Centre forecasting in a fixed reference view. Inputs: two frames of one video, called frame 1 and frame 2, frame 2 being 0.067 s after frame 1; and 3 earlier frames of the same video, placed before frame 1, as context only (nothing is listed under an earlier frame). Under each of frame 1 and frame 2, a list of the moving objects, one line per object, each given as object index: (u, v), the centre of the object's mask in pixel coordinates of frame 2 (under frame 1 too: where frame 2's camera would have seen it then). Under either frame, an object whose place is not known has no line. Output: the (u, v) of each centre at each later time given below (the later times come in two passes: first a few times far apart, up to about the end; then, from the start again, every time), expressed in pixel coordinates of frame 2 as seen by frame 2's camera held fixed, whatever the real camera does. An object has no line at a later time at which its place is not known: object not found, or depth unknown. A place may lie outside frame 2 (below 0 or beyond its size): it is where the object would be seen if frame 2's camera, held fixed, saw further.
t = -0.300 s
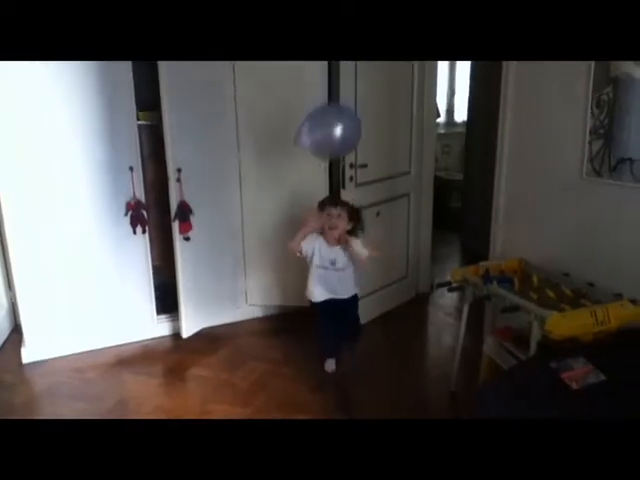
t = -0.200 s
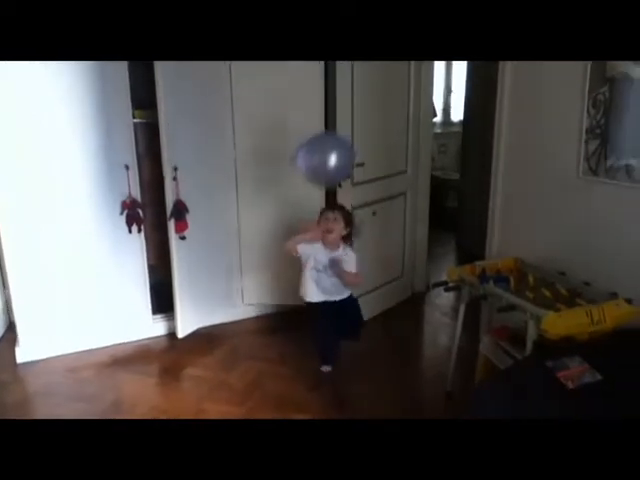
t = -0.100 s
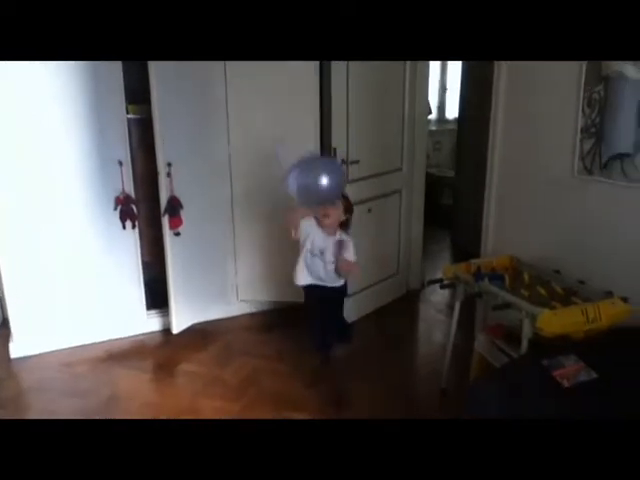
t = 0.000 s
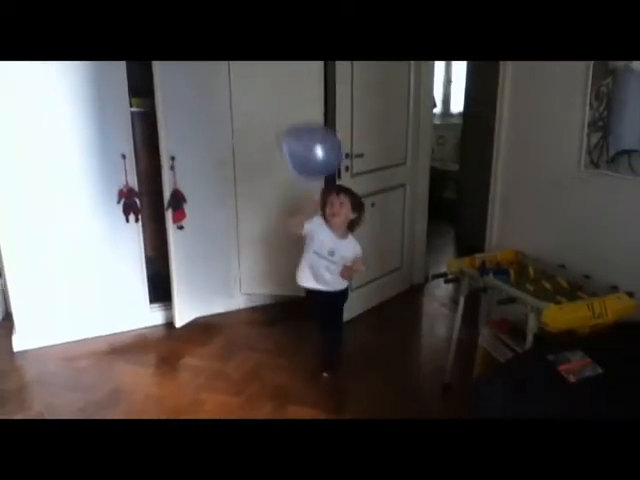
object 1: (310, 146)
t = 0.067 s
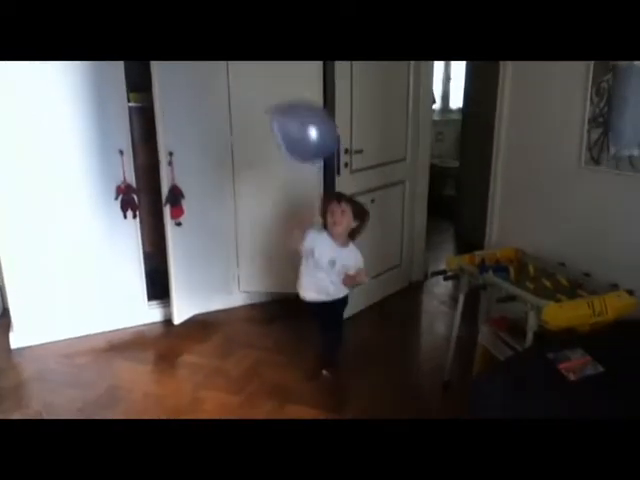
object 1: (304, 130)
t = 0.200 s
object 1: (293, 103)
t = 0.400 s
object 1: (286, 94)
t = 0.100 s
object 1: (302, 123)
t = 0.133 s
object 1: (299, 116)
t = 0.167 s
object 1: (296, 109)
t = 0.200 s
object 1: (293, 103)
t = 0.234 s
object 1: (291, 97)
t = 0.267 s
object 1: (289, 95)
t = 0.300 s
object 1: (288, 93)
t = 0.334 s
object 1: (287, 92)
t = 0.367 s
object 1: (287, 92)
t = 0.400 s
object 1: (286, 94)
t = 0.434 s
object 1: (284, 96)
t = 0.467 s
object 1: (283, 97)
